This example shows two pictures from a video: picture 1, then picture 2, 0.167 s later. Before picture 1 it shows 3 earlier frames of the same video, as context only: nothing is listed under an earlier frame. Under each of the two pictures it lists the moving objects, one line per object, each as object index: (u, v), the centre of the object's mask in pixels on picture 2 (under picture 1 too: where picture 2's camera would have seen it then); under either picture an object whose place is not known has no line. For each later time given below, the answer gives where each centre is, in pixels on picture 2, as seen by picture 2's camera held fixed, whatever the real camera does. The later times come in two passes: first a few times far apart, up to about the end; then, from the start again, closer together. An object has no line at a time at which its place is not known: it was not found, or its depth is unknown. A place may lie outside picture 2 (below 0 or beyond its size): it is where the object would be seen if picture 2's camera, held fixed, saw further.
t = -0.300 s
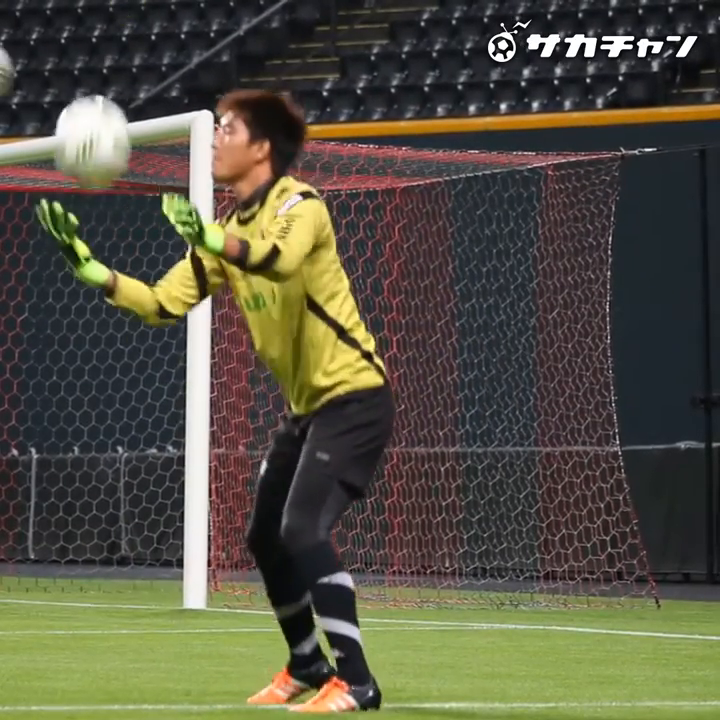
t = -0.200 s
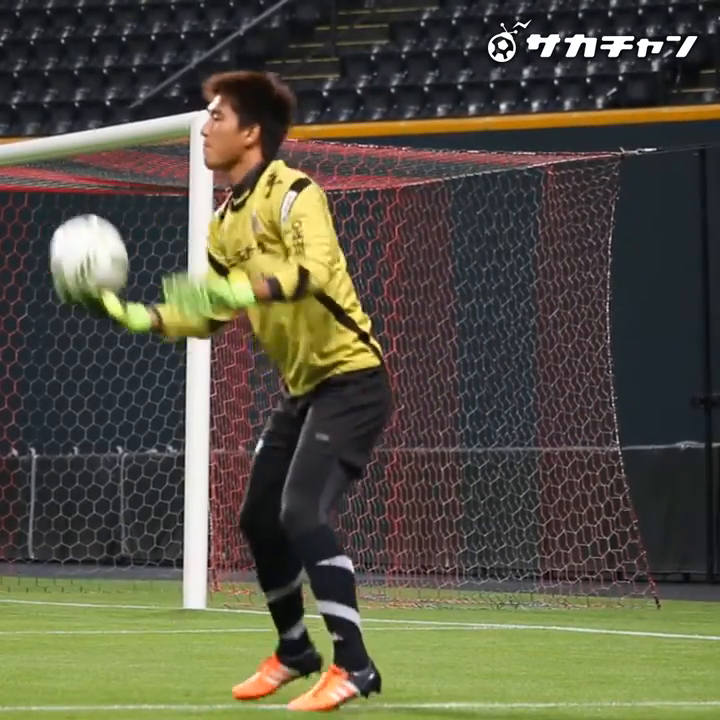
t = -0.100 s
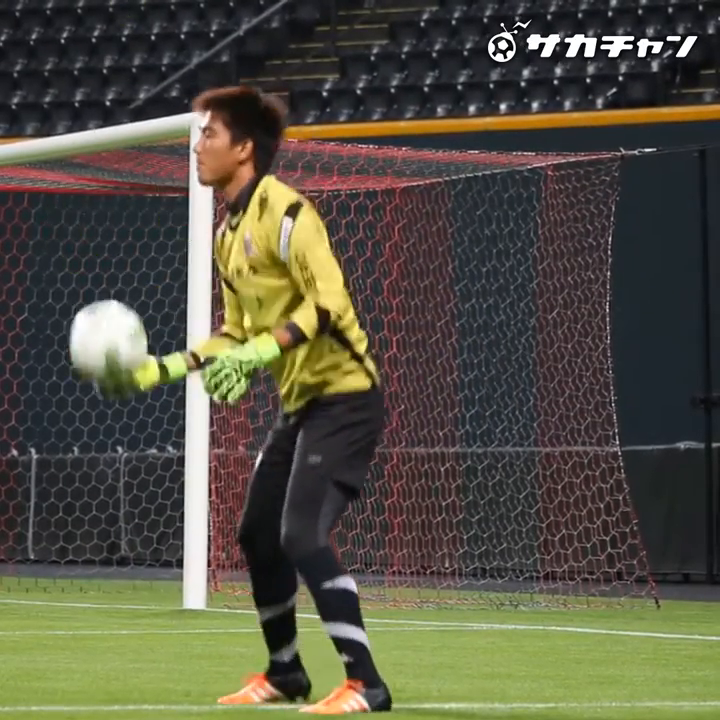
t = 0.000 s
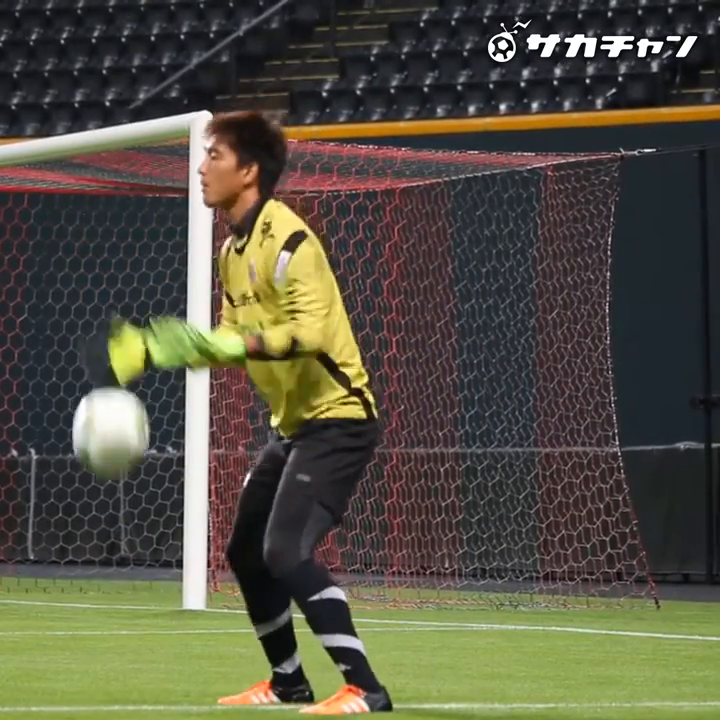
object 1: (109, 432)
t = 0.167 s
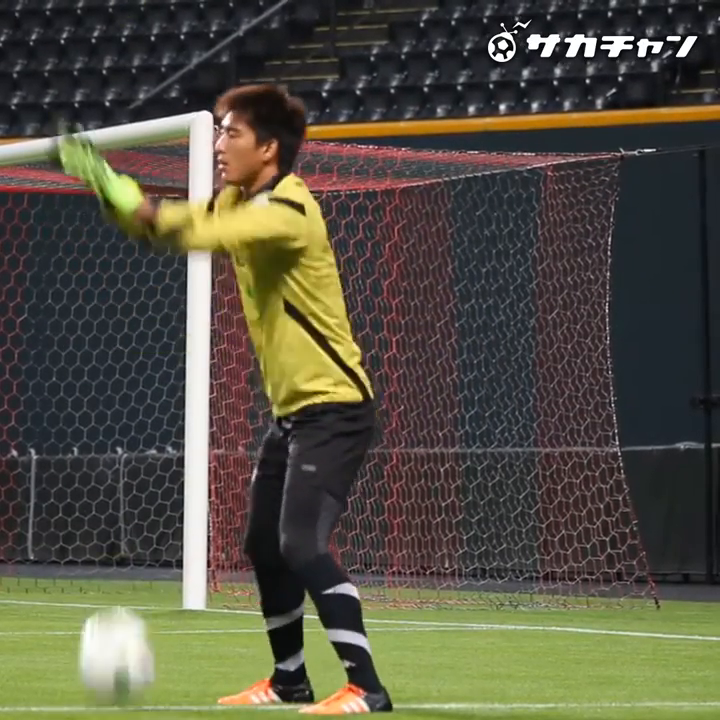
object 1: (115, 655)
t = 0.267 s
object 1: (110, 608)
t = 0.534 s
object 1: (98, 548)
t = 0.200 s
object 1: (114, 660)
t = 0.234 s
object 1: (110, 632)
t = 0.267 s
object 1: (110, 608)
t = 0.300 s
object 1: (110, 588)
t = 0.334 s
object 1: (108, 572)
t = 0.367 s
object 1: (107, 559)
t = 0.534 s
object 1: (98, 548)
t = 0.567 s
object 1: (97, 557)
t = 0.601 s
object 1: (94, 569)
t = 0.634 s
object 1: (93, 587)
